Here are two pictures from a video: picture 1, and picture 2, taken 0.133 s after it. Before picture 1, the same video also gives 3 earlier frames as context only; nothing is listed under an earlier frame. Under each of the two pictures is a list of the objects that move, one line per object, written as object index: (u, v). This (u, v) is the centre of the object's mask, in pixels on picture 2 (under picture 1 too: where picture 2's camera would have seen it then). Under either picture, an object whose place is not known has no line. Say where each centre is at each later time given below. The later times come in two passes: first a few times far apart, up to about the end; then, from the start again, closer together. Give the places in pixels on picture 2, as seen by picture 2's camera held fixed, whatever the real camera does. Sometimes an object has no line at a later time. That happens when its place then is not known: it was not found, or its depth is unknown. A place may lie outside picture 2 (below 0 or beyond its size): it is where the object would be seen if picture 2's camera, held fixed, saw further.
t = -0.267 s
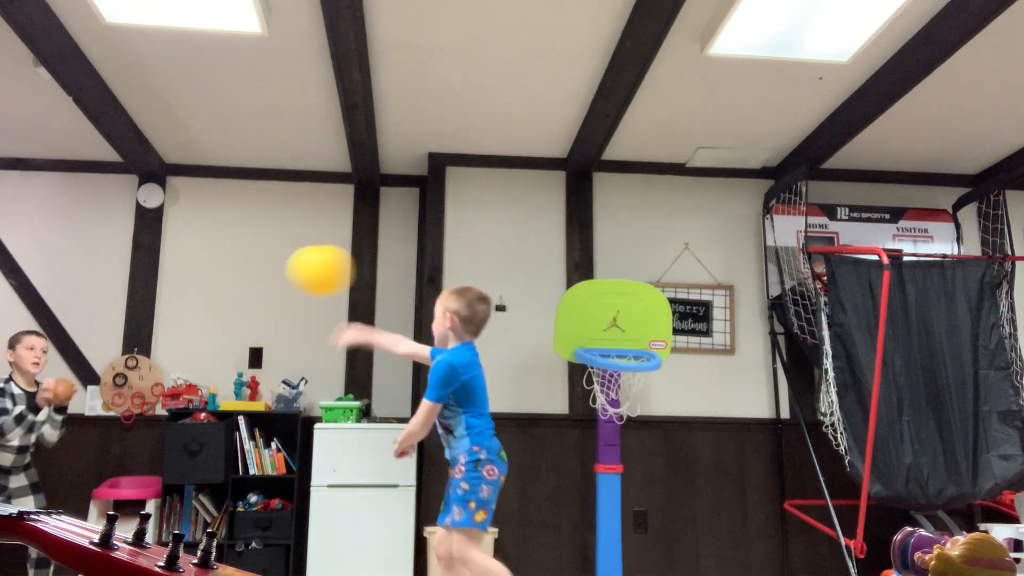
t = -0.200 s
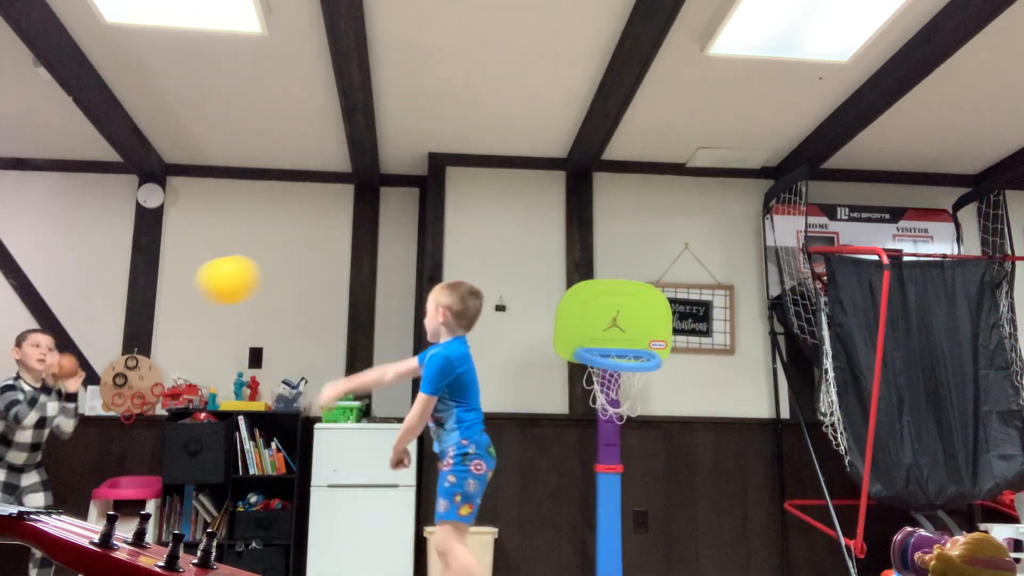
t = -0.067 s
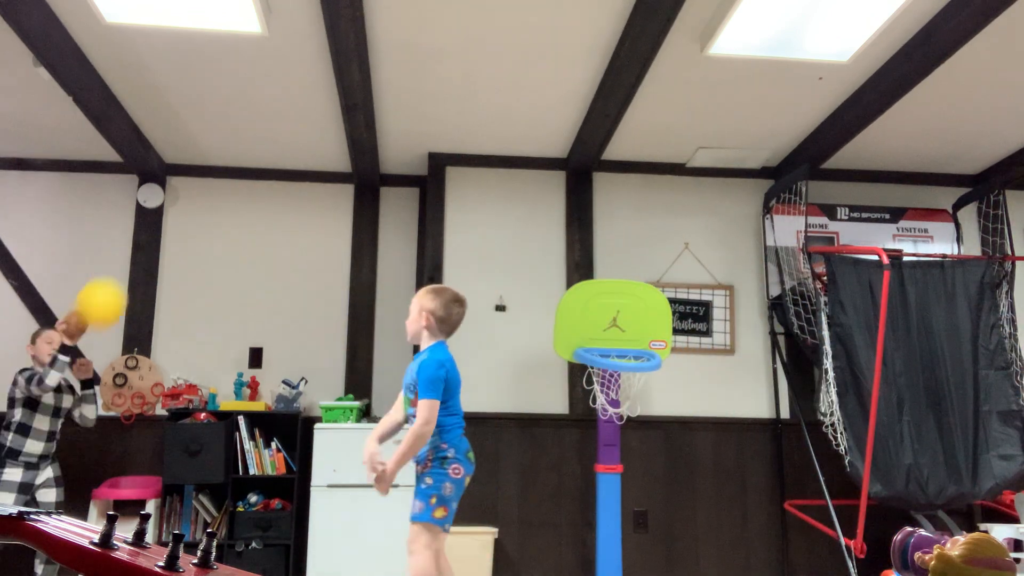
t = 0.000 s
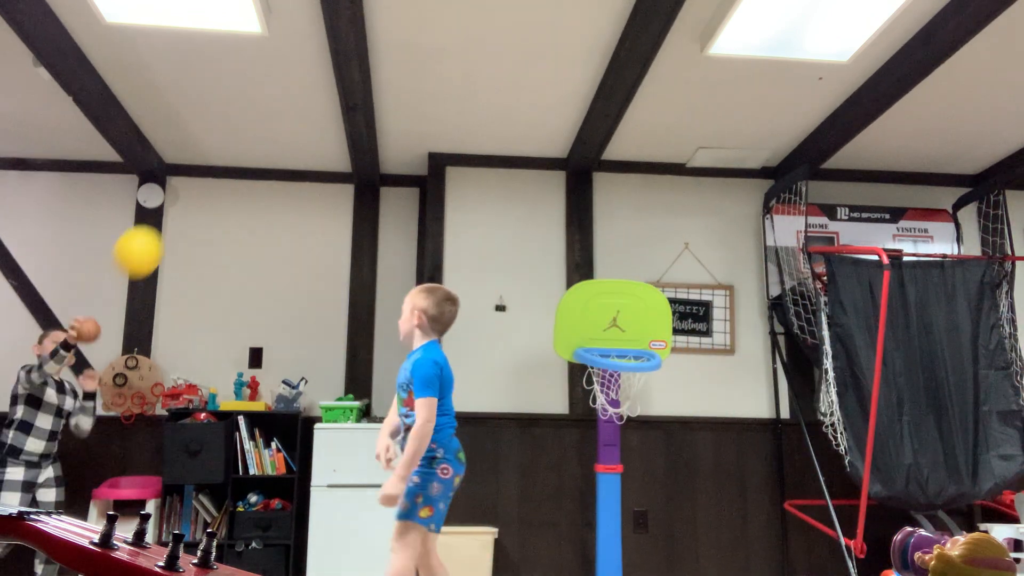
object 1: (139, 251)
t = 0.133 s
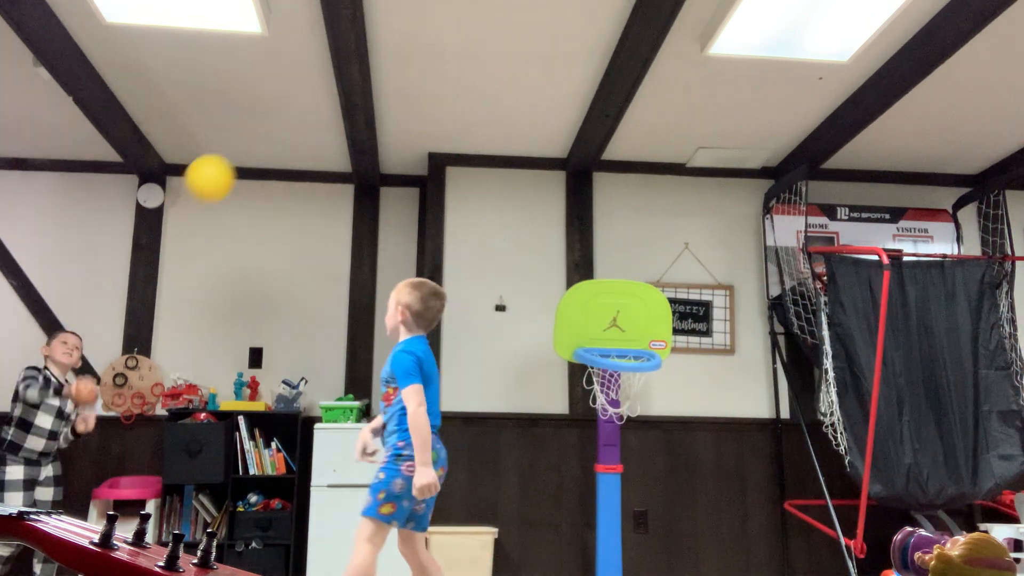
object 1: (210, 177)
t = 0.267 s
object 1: (278, 144)
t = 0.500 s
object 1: (396, 179)
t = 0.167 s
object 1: (227, 166)
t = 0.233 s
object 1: (261, 149)
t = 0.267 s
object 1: (278, 144)
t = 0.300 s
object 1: (294, 142)
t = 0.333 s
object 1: (311, 142)
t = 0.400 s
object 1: (346, 149)
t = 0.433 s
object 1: (363, 157)
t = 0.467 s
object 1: (379, 166)
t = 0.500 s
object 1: (396, 179)
